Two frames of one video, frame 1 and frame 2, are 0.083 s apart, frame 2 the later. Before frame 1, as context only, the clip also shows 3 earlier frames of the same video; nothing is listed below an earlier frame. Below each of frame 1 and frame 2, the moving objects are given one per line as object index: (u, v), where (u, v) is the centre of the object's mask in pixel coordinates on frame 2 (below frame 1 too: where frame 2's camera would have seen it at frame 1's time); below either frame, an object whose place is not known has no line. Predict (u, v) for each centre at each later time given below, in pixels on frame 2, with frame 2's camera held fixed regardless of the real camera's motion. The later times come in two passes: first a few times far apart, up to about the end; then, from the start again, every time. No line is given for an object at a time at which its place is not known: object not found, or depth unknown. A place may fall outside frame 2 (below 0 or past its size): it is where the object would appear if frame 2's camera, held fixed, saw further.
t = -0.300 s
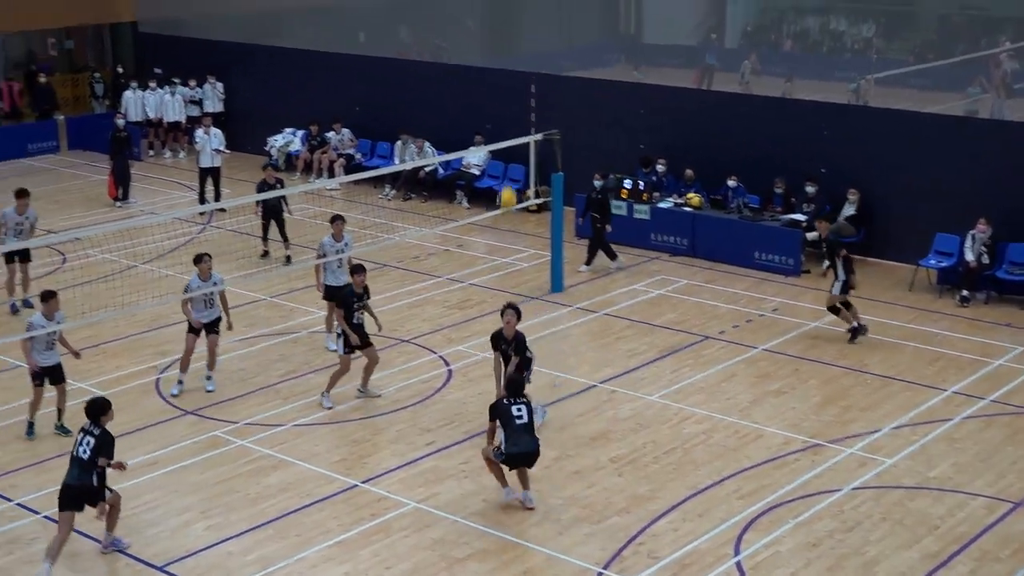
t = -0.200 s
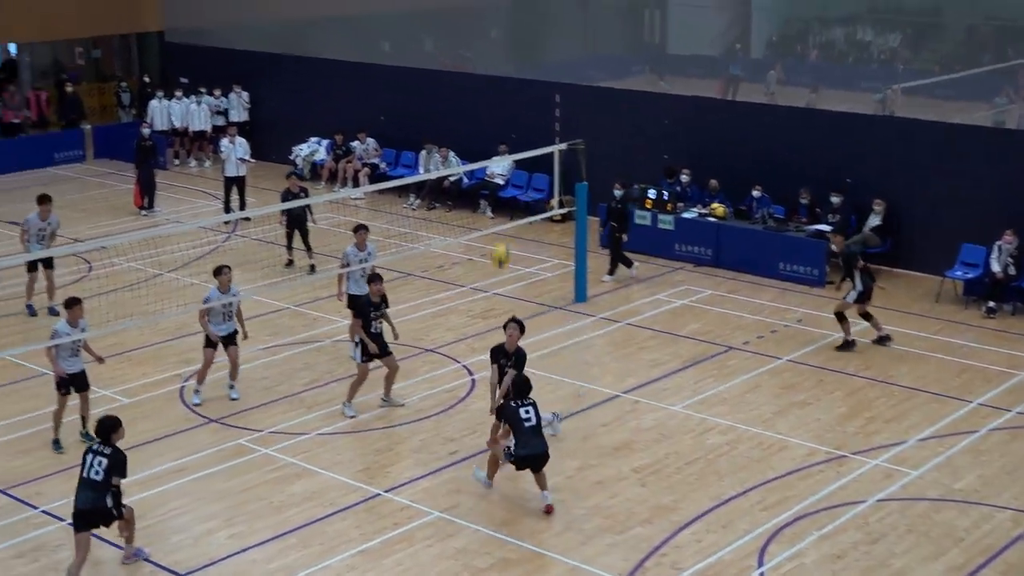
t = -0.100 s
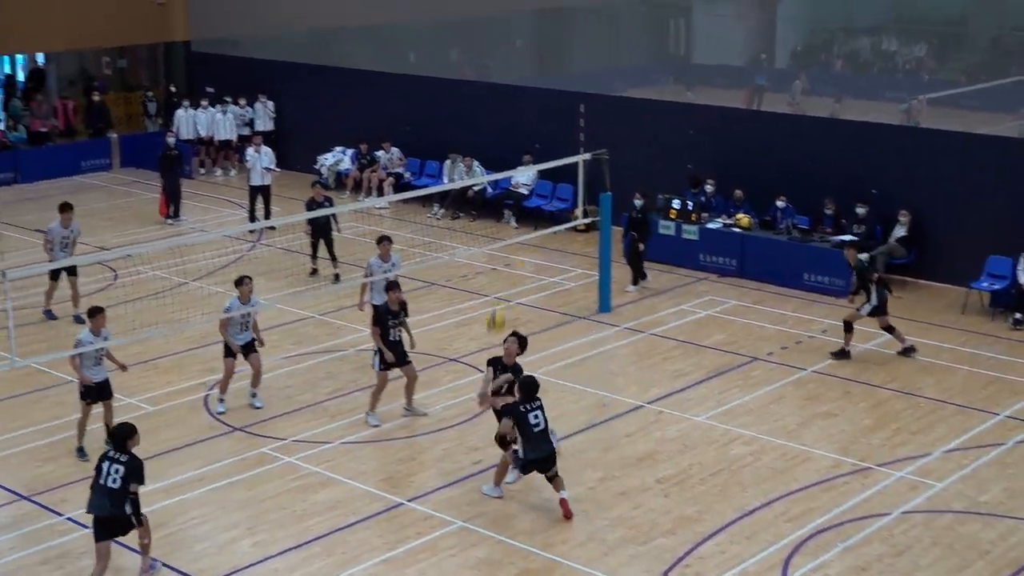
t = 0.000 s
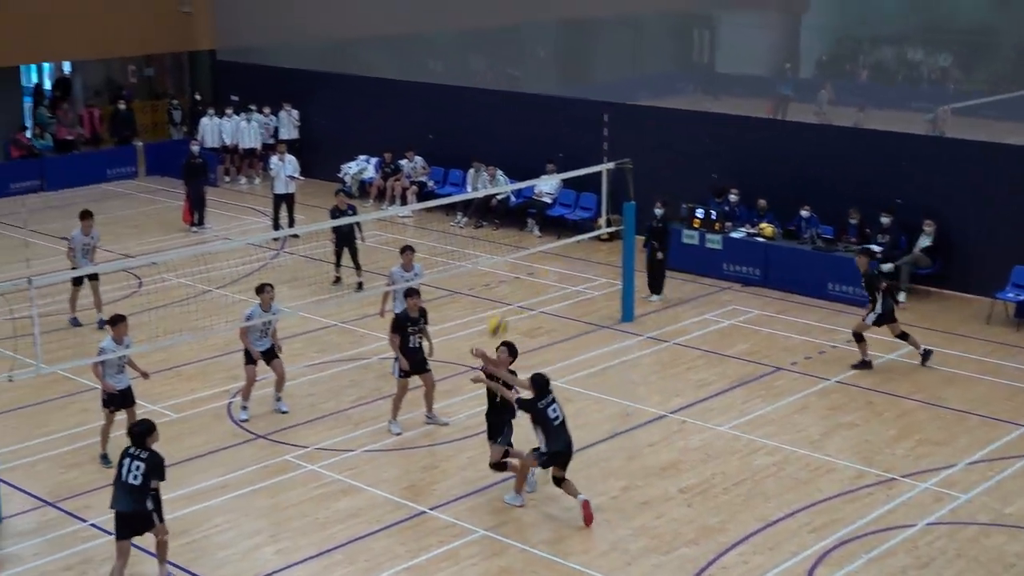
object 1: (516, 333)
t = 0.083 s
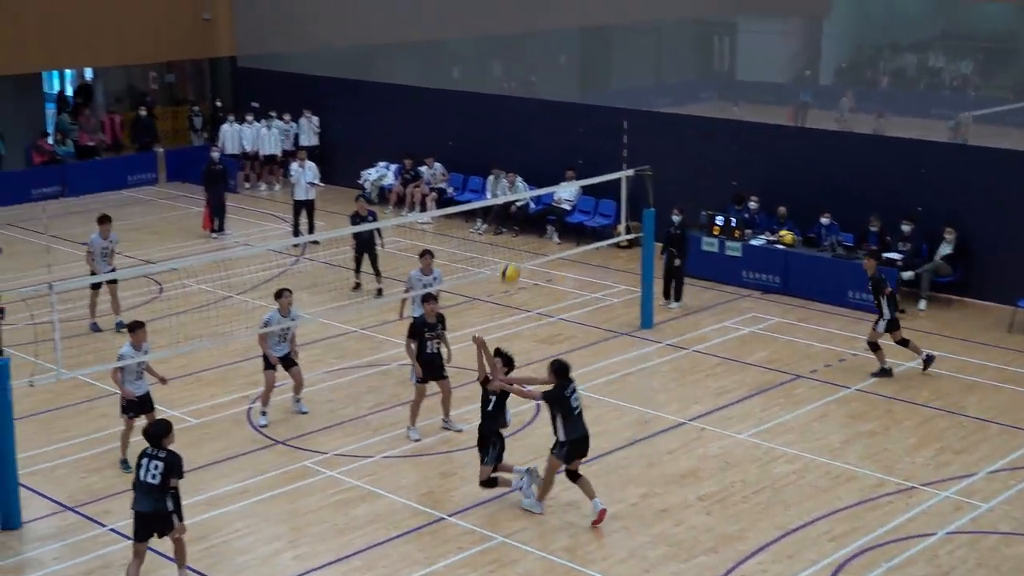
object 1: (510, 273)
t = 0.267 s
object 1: (496, 163)
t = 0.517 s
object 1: (480, 67)
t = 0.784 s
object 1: (465, 32)
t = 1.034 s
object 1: (452, 61)
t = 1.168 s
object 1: (445, 100)
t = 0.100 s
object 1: (509, 264)
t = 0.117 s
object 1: (508, 251)
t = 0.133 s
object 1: (507, 240)
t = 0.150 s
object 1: (505, 228)
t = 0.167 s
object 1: (504, 219)
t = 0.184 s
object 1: (503, 211)
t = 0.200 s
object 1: (501, 201)
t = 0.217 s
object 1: (500, 189)
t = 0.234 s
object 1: (498, 182)
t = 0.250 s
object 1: (497, 171)
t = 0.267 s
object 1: (496, 163)
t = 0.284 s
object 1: (495, 155)
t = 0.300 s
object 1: (494, 147)
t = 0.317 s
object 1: (492, 139)
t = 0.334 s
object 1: (492, 132)
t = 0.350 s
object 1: (490, 125)
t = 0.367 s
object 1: (489, 118)
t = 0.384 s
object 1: (489, 111)
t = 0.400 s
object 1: (487, 105)
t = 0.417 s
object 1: (486, 99)
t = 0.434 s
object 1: (485, 93)
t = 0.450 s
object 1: (484, 87)
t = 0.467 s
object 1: (484, 82)
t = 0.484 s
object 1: (482, 76)
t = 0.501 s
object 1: (481, 72)
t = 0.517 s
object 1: (480, 67)
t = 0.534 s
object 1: (479, 63)
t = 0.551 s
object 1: (478, 58)
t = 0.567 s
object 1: (477, 54)
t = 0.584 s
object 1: (476, 51)
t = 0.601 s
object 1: (475, 47)
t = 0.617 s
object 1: (474, 46)
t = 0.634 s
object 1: (473, 43)
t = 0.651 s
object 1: (472, 40)
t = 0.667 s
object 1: (471, 38)
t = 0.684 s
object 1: (471, 37)
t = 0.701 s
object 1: (470, 35)
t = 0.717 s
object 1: (469, 34)
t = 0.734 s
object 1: (468, 33)
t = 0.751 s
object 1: (466, 32)
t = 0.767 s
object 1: (466, 32)
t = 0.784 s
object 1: (465, 32)
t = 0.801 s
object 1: (464, 32)
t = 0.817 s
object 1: (463, 32)
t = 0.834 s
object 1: (462, 32)
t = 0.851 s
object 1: (461, 33)
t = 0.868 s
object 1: (460, 35)
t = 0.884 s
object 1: (459, 37)
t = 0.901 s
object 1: (459, 38)
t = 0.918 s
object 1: (458, 40)
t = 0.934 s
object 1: (457, 42)
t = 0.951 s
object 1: (456, 45)
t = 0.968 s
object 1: (455, 47)
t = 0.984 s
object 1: (454, 51)
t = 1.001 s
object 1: (453, 54)
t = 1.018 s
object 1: (453, 57)
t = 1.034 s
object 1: (452, 61)
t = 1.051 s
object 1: (451, 65)
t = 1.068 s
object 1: (450, 69)
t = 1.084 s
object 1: (450, 73)
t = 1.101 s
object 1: (449, 78)
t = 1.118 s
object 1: (448, 84)
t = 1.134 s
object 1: (447, 89)
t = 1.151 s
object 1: (446, 95)
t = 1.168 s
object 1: (445, 100)
